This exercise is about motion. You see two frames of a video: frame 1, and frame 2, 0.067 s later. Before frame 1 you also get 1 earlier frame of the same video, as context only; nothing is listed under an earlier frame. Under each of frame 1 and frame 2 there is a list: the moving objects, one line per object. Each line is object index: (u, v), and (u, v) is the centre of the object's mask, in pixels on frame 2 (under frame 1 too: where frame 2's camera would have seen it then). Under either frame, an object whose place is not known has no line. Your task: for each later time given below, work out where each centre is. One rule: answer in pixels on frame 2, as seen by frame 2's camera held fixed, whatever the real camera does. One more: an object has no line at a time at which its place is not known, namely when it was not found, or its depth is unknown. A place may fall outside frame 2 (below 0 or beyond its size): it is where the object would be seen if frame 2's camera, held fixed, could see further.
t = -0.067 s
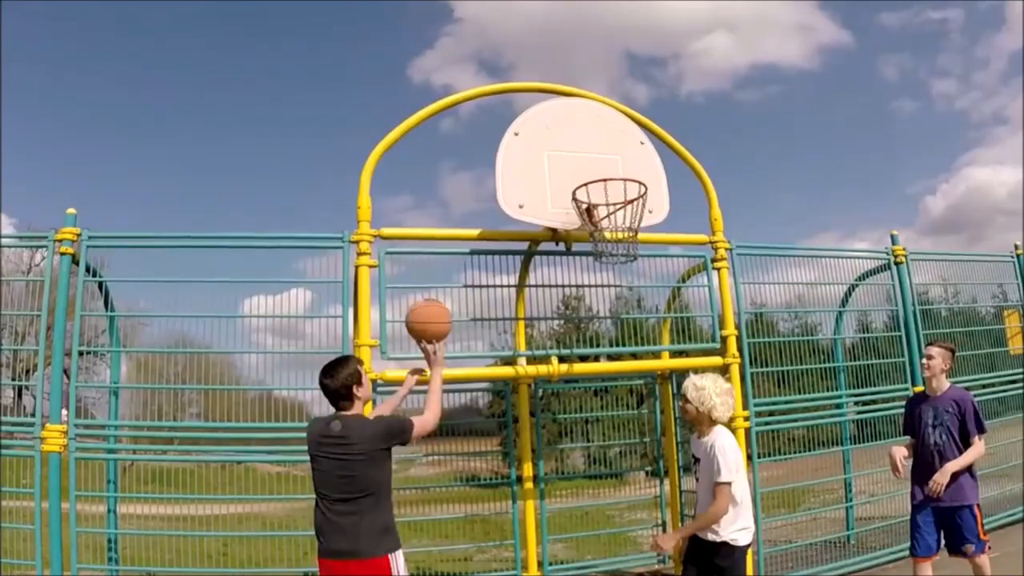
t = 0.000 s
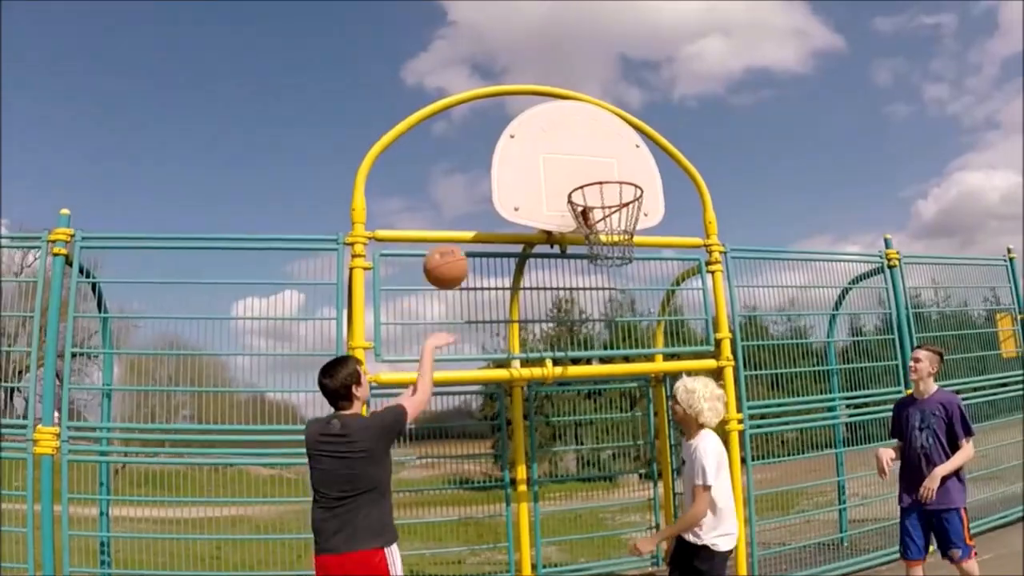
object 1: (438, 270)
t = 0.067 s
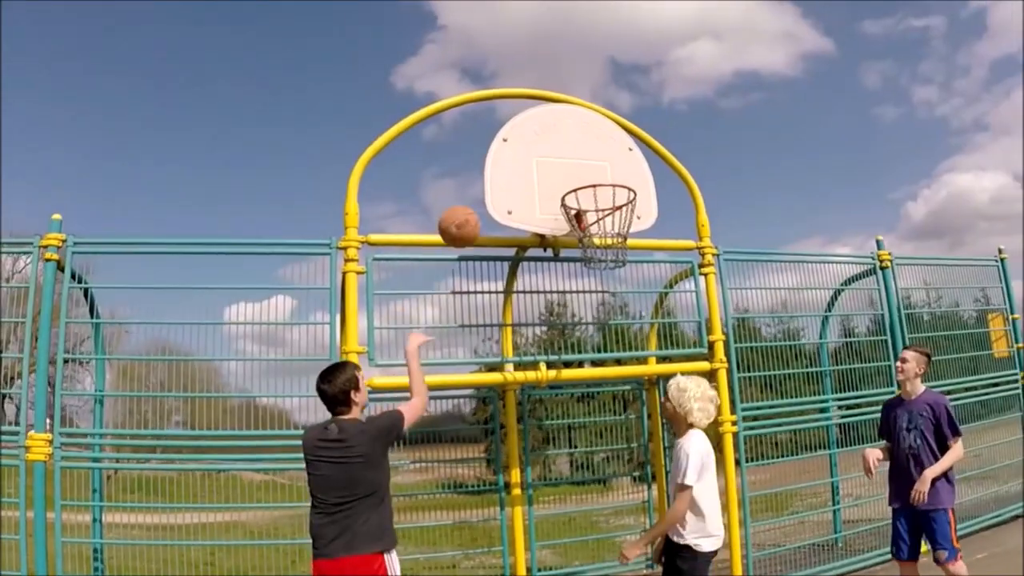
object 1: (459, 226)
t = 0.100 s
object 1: (469, 209)
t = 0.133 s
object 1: (479, 194)
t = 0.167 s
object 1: (488, 182)
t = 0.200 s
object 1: (496, 172)
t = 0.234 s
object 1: (504, 164)
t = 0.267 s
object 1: (513, 158)
